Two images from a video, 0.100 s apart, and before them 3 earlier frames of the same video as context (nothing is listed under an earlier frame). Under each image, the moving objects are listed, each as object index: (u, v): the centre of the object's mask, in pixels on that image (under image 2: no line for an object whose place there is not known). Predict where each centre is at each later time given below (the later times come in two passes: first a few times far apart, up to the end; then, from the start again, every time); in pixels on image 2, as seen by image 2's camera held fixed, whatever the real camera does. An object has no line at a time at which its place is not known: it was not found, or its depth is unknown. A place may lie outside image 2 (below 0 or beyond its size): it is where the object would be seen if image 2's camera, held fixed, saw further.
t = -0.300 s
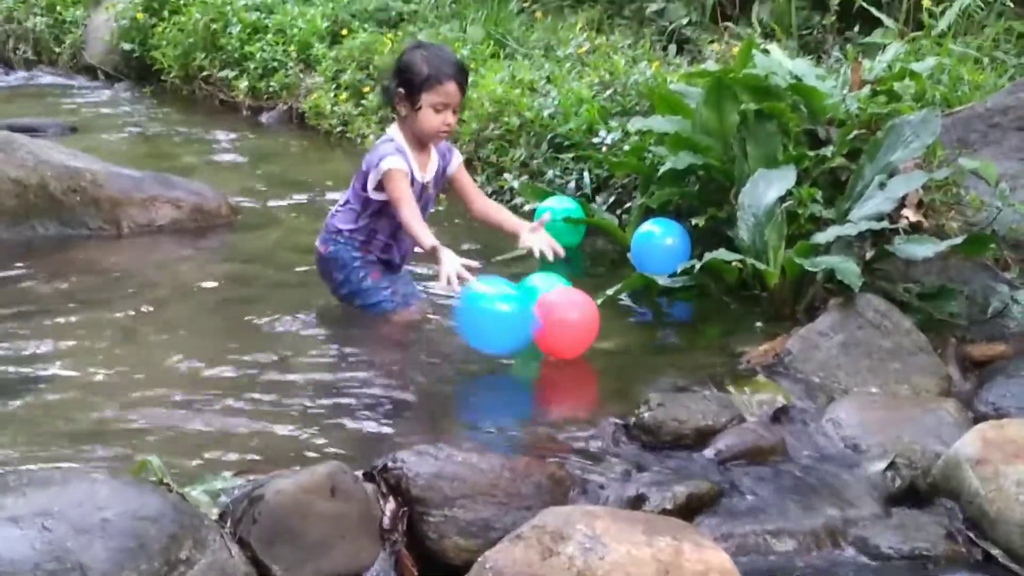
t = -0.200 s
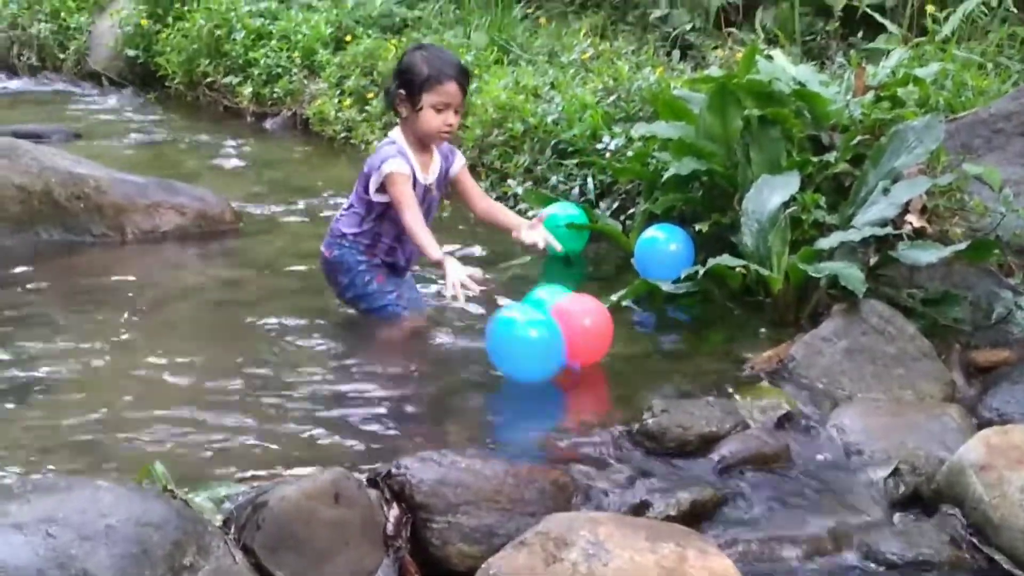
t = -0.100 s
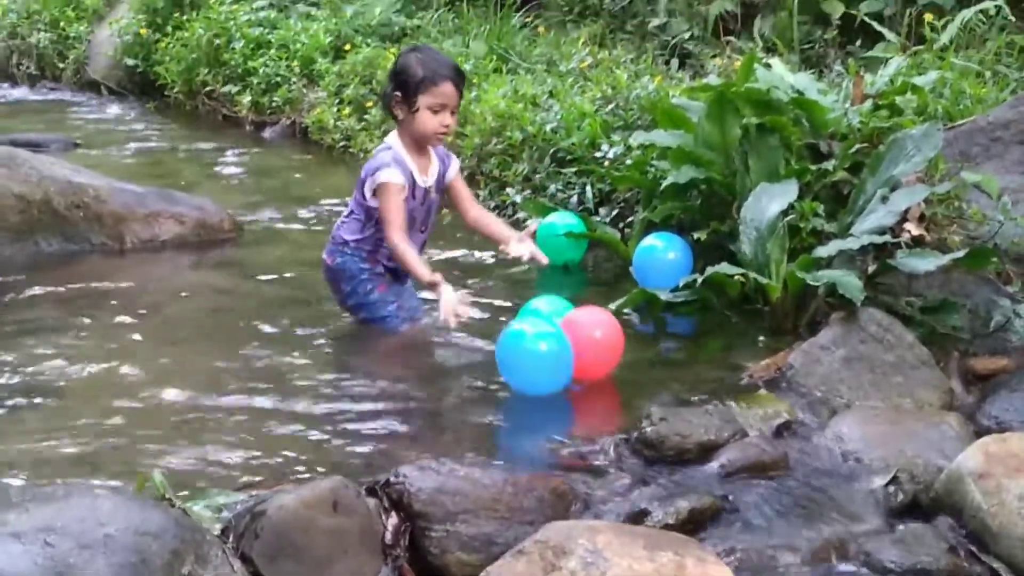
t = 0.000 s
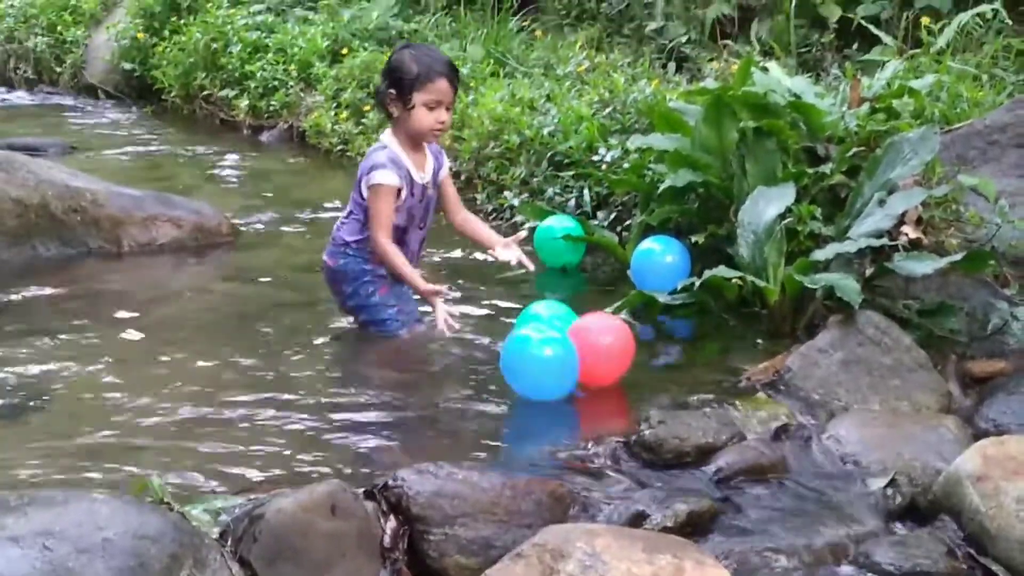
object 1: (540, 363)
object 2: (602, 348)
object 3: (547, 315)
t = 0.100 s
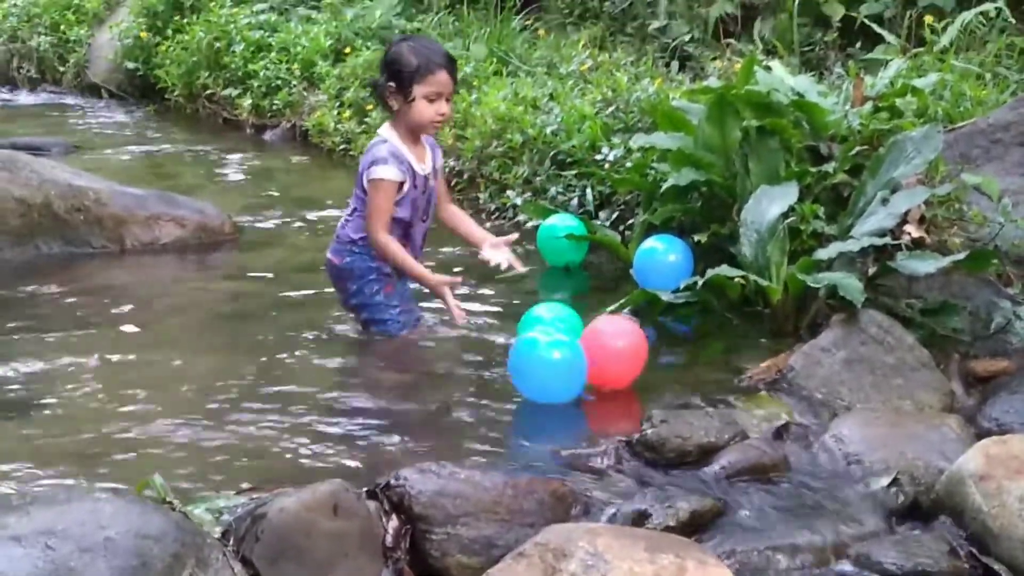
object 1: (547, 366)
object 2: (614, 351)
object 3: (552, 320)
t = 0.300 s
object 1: (557, 372)
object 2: (633, 358)
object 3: (555, 325)
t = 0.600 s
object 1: (571, 379)
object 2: (674, 365)
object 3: (561, 332)
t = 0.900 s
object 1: (585, 384)
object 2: (715, 367)
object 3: (571, 338)
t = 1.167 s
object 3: (580, 343)
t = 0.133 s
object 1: (549, 367)
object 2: (617, 353)
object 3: (552, 320)
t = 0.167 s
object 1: (551, 368)
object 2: (620, 355)
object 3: (553, 322)
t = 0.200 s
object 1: (553, 369)
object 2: (623, 356)
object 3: (554, 323)
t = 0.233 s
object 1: (554, 370)
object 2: (626, 357)
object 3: (555, 323)
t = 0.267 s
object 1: (556, 371)
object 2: (629, 357)
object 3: (555, 324)
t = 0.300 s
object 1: (557, 372)
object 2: (633, 358)
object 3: (555, 325)
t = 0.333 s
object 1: (558, 373)
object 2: (637, 359)
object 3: (556, 326)
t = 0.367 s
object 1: (560, 374)
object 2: (641, 360)
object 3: (556, 327)
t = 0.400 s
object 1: (562, 374)
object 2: (646, 360)
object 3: (557, 327)
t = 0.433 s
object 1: (563, 375)
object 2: (651, 361)
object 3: (557, 328)
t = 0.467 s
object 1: (565, 375)
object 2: (655, 362)
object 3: (557, 328)
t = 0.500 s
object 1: (566, 376)
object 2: (660, 363)
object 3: (558, 329)
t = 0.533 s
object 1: (568, 376)
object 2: (665, 363)
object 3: (559, 330)
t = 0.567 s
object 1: (569, 378)
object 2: (670, 364)
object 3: (560, 331)
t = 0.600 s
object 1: (571, 379)
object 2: (674, 365)
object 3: (561, 332)
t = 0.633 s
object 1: (573, 380)
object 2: (680, 366)
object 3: (562, 333)
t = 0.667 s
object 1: (575, 380)
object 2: (684, 367)
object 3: (562, 334)
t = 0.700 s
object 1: (576, 381)
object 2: (689, 367)
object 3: (563, 335)
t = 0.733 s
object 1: (578, 381)
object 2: (694, 367)
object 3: (564, 335)
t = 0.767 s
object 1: (579, 381)
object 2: (699, 367)
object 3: (565, 335)
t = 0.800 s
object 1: (580, 382)
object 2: (703, 367)
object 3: (566, 336)
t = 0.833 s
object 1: (582, 382)
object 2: (707, 367)
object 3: (568, 336)
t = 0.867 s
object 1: (583, 383)
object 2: (711, 367)
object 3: (570, 337)
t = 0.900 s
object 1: (585, 384)
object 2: (715, 367)
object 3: (571, 338)
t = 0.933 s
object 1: (586, 385)
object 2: (719, 368)
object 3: (572, 338)
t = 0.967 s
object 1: (587, 386)
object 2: (723, 368)
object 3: (573, 339)
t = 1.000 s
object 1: (588, 386)
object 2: (727, 369)
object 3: (574, 340)
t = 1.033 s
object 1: (590, 386)
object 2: (731, 370)
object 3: (574, 340)
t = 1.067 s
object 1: (591, 386)
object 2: (735, 370)
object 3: (575, 341)
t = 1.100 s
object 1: (592, 386)
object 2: (738, 371)
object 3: (576, 342)
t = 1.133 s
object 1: (593, 387)
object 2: (743, 372)
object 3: (578, 343)
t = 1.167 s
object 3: (580, 343)
